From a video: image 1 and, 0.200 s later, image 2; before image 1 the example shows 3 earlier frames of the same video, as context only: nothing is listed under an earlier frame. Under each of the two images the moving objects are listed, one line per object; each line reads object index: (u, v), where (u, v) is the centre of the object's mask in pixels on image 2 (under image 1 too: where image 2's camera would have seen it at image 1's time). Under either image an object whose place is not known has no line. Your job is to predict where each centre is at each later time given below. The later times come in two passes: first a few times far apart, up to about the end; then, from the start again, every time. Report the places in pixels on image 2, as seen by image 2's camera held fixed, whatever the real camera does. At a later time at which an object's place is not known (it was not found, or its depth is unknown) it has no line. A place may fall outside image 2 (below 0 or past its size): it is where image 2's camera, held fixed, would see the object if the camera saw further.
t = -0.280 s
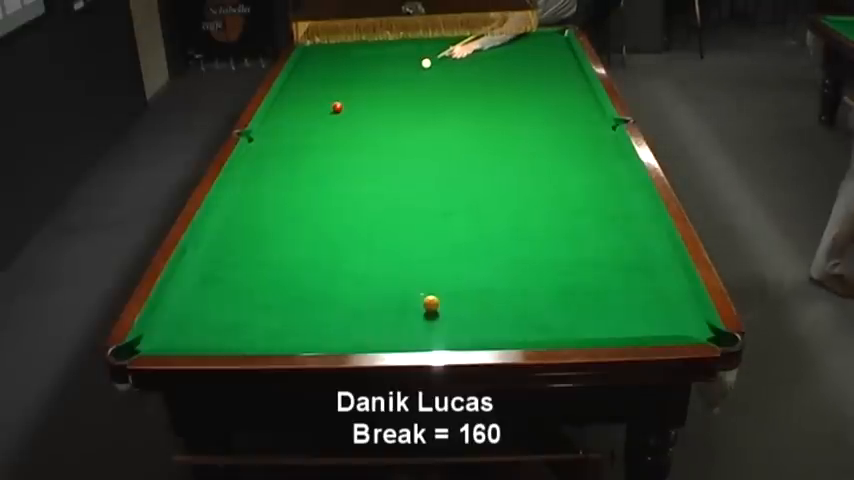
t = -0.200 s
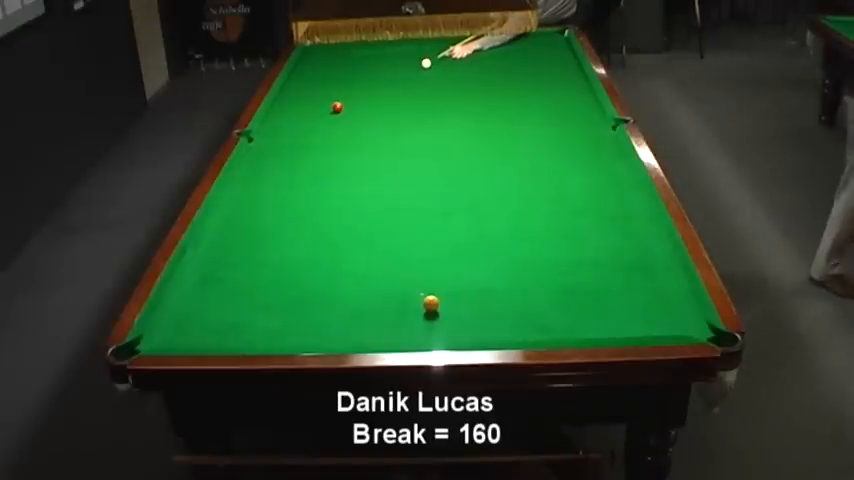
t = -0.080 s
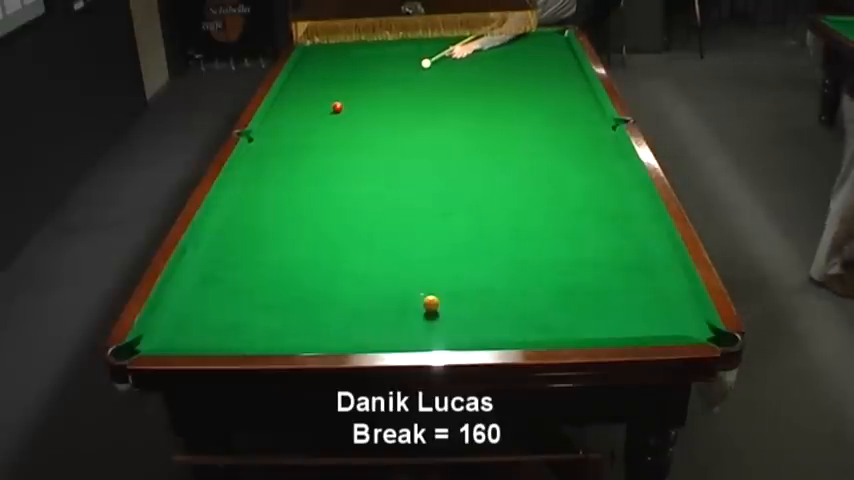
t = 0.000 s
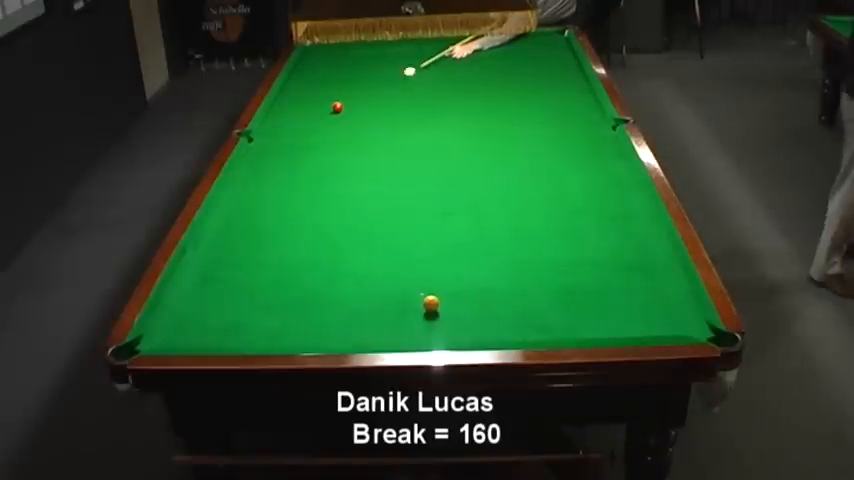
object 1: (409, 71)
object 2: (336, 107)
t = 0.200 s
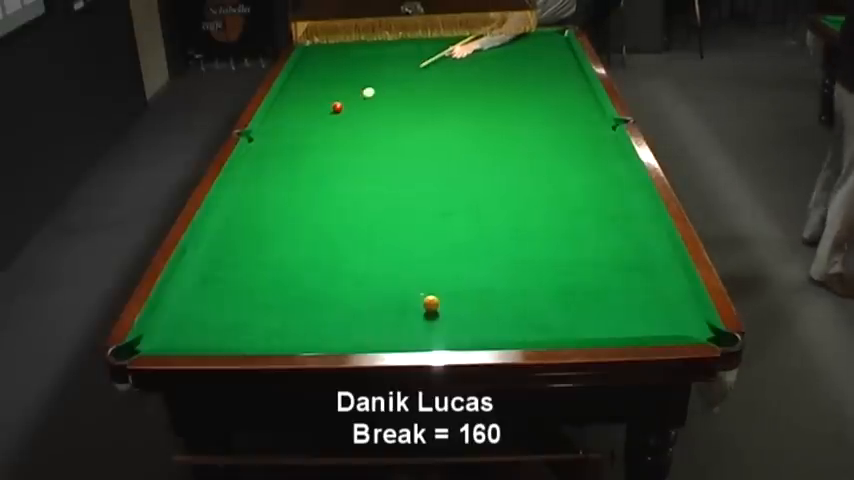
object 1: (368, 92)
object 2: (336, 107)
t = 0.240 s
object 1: (360, 97)
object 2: (336, 107)
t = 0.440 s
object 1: (350, 109)
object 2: (302, 118)
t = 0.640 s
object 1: (349, 120)
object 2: (261, 131)
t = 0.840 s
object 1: (347, 131)
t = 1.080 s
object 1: (345, 145)
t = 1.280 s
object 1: (343, 157)
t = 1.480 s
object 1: (341, 170)
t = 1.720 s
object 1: (338, 186)
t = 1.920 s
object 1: (337, 200)
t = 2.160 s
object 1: (334, 218)
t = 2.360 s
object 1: (332, 232)
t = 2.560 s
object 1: (329, 248)
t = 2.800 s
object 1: (326, 267)
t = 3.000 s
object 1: (323, 284)
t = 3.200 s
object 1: (321, 301)
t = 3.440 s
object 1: (318, 319)
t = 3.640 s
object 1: (316, 334)
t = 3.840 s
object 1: (317, 335)
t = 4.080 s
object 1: (321, 323)
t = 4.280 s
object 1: (323, 315)
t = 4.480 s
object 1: (326, 307)
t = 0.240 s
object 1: (360, 97)
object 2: (336, 107)
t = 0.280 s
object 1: (351, 101)
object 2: (336, 107)
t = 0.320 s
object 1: (346, 105)
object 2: (332, 108)
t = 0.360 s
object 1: (348, 106)
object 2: (322, 112)
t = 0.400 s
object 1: (349, 108)
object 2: (312, 115)
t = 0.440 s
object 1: (350, 109)
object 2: (302, 118)
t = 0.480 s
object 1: (350, 111)
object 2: (293, 121)
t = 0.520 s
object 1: (350, 113)
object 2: (285, 123)
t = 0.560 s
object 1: (350, 115)
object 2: (276, 126)
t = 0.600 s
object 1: (349, 117)
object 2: (269, 128)
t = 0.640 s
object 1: (349, 120)
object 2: (261, 131)
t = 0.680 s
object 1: (349, 122)
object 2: (254, 134)
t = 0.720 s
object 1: (348, 124)
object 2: (248, 136)
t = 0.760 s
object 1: (348, 126)
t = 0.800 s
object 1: (347, 129)
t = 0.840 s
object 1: (347, 131)
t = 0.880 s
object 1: (347, 133)
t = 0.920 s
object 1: (346, 135)
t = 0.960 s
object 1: (346, 138)
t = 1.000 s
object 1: (346, 140)
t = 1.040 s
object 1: (345, 143)
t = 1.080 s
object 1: (345, 145)
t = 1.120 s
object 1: (344, 147)
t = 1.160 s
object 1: (344, 150)
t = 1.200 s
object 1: (344, 152)
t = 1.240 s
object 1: (343, 155)
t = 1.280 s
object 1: (343, 157)
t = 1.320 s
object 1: (342, 160)
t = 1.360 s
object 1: (342, 162)
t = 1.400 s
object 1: (342, 165)
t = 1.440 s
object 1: (341, 167)
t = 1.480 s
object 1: (341, 170)
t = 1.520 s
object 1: (341, 172)
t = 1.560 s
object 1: (340, 175)
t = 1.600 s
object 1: (340, 177)
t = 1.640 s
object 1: (339, 180)
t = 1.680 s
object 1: (339, 183)
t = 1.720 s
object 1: (338, 186)
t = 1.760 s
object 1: (338, 189)
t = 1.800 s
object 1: (338, 191)
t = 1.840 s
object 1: (337, 194)
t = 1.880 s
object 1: (337, 197)
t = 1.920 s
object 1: (337, 200)
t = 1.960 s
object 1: (336, 203)
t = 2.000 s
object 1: (336, 206)
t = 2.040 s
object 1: (335, 209)
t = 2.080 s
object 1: (335, 211)
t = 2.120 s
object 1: (334, 215)
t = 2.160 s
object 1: (334, 218)
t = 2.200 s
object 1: (334, 220)
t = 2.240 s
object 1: (333, 223)
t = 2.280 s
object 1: (333, 226)
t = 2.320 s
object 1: (332, 229)
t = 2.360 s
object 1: (332, 232)
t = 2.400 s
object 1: (331, 236)
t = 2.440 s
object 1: (331, 238)
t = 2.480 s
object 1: (331, 242)
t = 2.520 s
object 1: (330, 245)
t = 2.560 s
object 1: (329, 248)
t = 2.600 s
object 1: (329, 251)
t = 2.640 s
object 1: (328, 255)
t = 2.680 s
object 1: (328, 257)
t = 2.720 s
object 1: (327, 261)
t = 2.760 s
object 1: (327, 264)
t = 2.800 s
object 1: (326, 267)
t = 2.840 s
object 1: (326, 271)
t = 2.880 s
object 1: (325, 274)
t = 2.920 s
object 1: (325, 277)
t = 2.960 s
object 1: (324, 281)
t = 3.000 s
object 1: (323, 284)
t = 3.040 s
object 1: (323, 287)
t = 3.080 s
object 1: (322, 291)
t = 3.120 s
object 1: (322, 295)
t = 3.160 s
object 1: (321, 298)
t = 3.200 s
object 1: (321, 301)
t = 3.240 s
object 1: (320, 305)
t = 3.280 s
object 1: (320, 308)
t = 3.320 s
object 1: (320, 310)
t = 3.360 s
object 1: (320, 313)
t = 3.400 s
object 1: (319, 316)
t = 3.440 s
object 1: (318, 319)
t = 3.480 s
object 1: (317, 322)
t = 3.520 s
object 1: (317, 326)
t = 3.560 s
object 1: (317, 328)
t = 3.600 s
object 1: (316, 332)
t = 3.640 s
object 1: (316, 334)
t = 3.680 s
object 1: (315, 337)
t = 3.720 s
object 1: (315, 339)
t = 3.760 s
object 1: (316, 337)
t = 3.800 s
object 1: (316, 335)
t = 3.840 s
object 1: (317, 335)
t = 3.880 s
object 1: (317, 333)
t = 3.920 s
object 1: (318, 330)
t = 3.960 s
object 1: (319, 328)
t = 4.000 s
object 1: (319, 326)
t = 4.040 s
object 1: (320, 325)
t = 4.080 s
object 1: (321, 323)
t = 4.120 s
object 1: (321, 321)
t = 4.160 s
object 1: (322, 319)
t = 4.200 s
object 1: (322, 318)
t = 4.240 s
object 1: (323, 316)
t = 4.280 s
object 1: (323, 315)
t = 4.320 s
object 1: (324, 313)
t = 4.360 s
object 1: (324, 312)
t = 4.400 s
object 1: (324, 310)
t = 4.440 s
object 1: (325, 309)
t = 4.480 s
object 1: (326, 307)
